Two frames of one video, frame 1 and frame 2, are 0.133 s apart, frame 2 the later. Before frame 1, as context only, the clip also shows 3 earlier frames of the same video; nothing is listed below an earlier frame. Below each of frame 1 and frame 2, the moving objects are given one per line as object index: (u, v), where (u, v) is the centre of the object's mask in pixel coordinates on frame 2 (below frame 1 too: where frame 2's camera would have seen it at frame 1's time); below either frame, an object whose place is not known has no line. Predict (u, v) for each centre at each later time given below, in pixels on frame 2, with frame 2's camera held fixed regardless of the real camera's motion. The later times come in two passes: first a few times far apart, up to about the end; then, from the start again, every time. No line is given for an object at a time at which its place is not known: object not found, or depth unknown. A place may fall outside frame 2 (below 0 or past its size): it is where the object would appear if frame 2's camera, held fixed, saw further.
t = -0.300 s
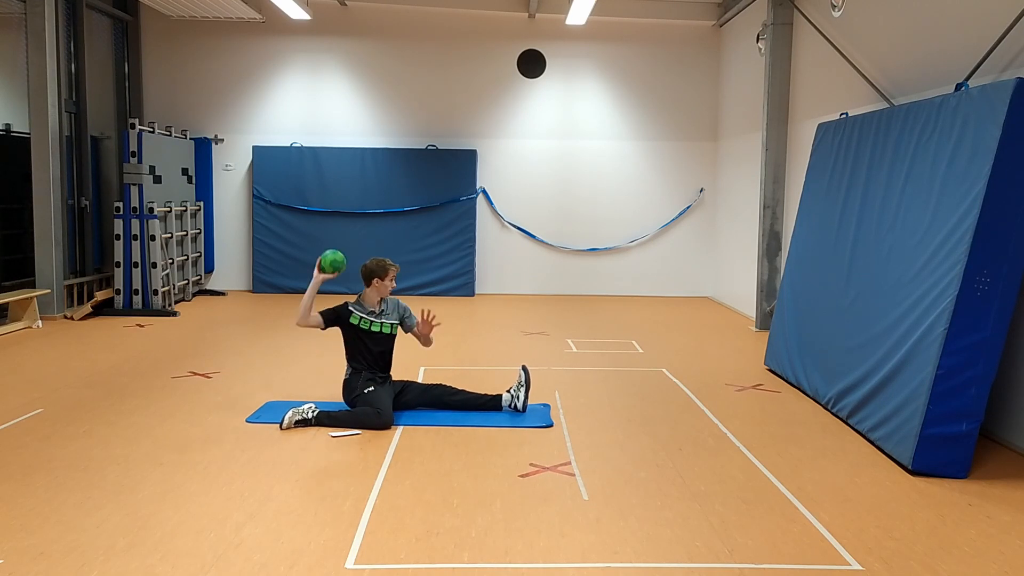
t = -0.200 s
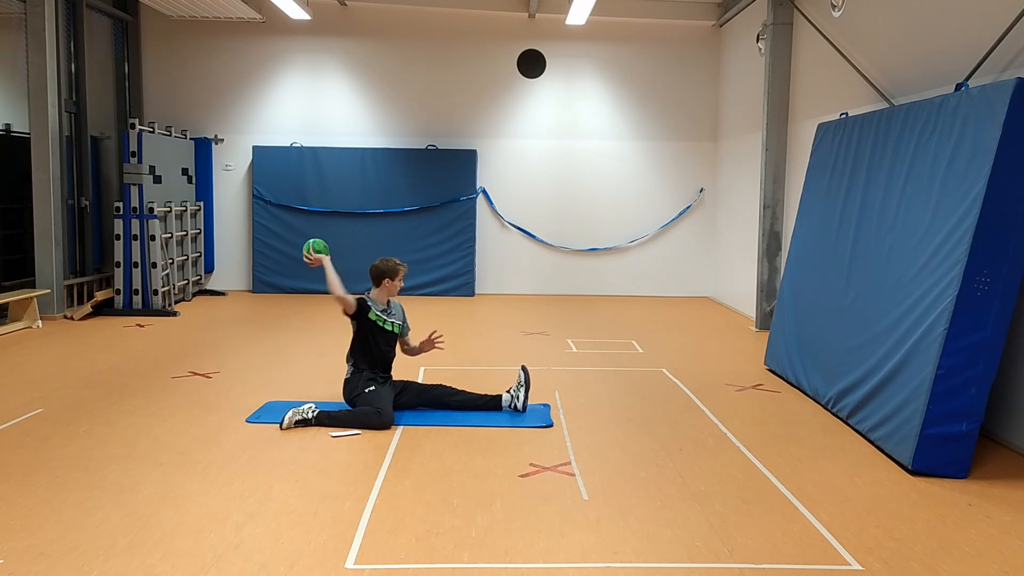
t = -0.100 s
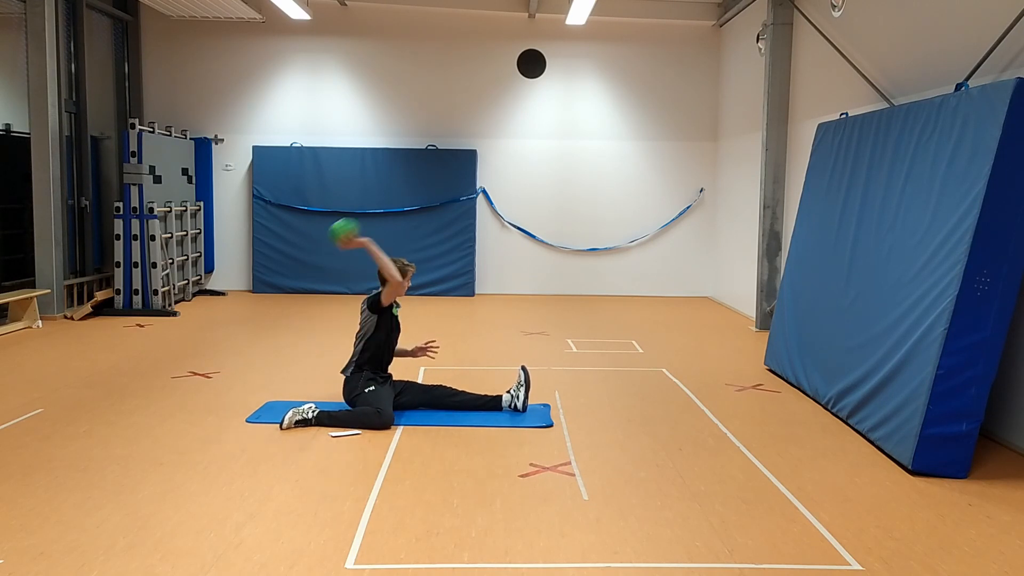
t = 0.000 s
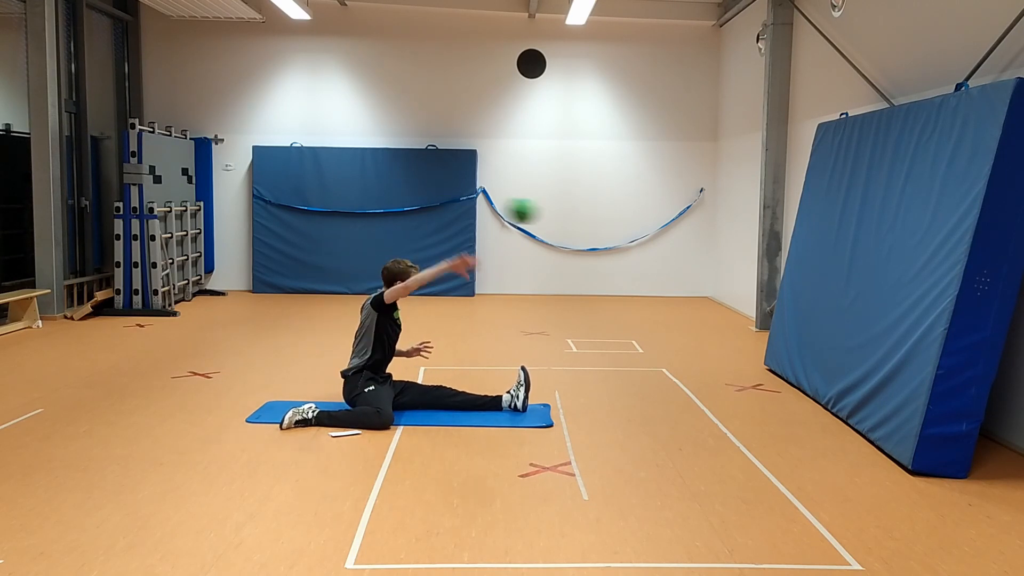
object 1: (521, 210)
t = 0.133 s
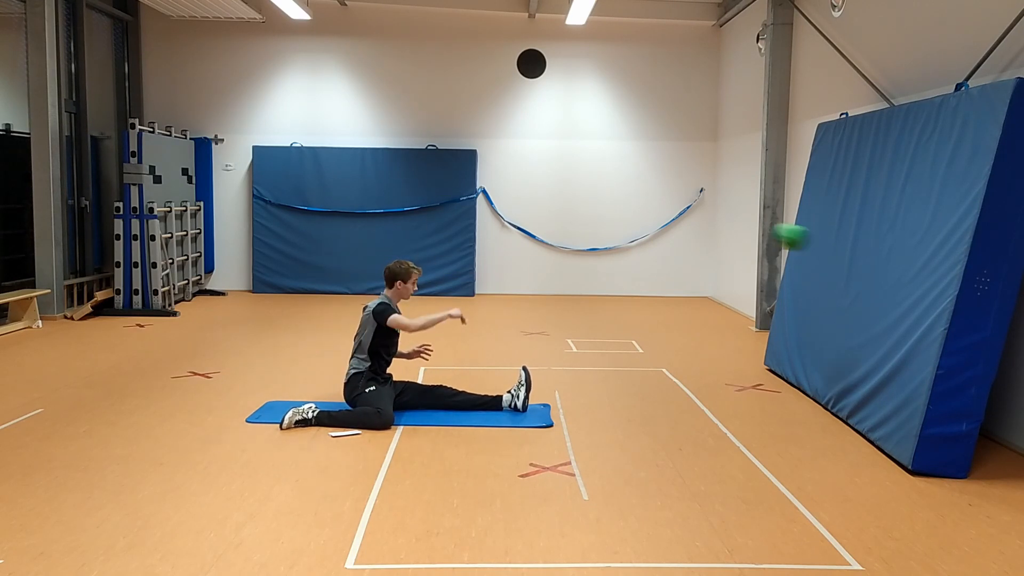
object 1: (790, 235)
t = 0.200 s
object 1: (876, 249)
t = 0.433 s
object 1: (759, 256)
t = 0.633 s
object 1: (662, 328)
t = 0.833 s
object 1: (587, 373)
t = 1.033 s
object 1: (542, 325)
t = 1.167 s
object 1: (512, 324)
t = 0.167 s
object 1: (855, 246)
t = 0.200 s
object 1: (876, 249)
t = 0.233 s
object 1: (858, 245)
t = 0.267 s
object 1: (841, 242)
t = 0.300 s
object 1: (825, 242)
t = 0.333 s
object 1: (808, 243)
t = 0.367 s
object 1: (791, 246)
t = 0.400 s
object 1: (775, 250)
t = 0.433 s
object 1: (759, 256)
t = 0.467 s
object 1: (742, 264)
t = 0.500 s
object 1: (726, 274)
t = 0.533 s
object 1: (710, 285)
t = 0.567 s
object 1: (694, 298)
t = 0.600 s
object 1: (678, 312)
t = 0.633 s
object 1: (662, 328)
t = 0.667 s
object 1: (646, 346)
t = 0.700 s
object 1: (631, 365)
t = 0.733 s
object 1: (615, 386)
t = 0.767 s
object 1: (602, 404)
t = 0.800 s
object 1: (594, 387)
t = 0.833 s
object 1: (587, 373)
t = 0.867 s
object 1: (579, 362)
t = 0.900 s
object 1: (572, 351)
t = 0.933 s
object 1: (564, 342)
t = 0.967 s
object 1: (557, 335)
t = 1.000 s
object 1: (550, 329)
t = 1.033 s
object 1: (542, 325)
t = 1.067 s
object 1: (535, 322)
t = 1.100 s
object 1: (527, 321)
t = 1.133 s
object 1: (519, 321)
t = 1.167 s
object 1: (512, 324)
